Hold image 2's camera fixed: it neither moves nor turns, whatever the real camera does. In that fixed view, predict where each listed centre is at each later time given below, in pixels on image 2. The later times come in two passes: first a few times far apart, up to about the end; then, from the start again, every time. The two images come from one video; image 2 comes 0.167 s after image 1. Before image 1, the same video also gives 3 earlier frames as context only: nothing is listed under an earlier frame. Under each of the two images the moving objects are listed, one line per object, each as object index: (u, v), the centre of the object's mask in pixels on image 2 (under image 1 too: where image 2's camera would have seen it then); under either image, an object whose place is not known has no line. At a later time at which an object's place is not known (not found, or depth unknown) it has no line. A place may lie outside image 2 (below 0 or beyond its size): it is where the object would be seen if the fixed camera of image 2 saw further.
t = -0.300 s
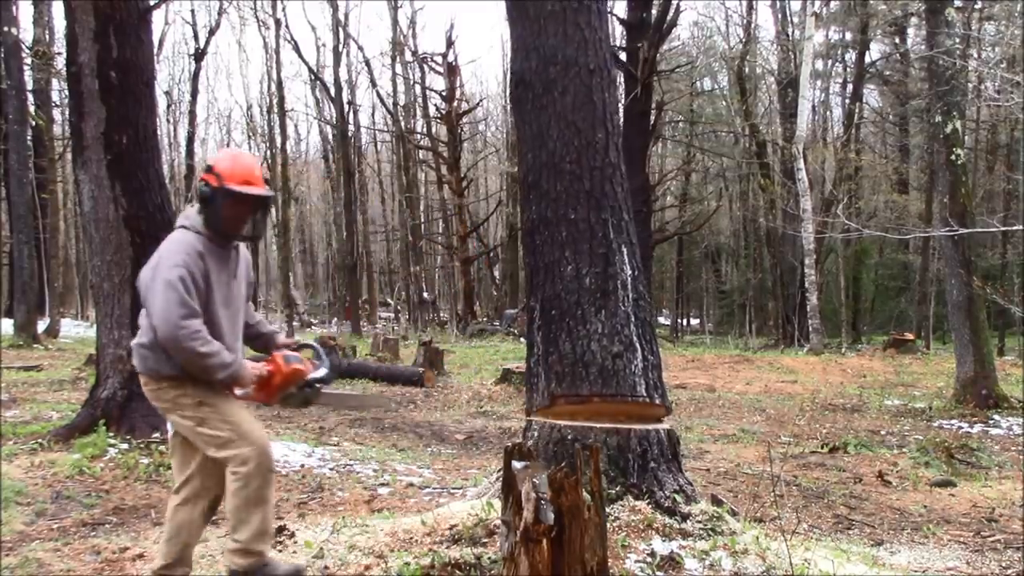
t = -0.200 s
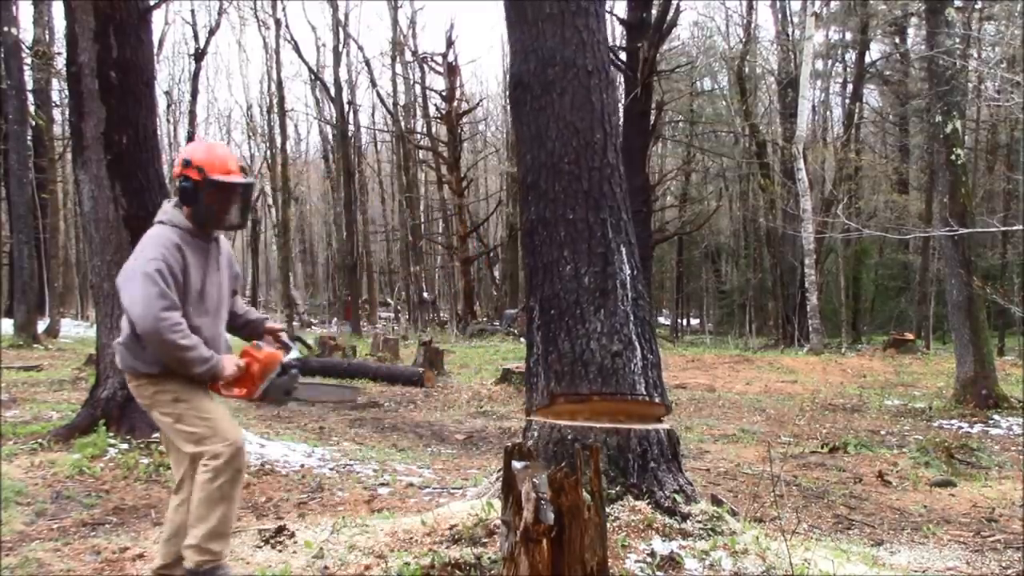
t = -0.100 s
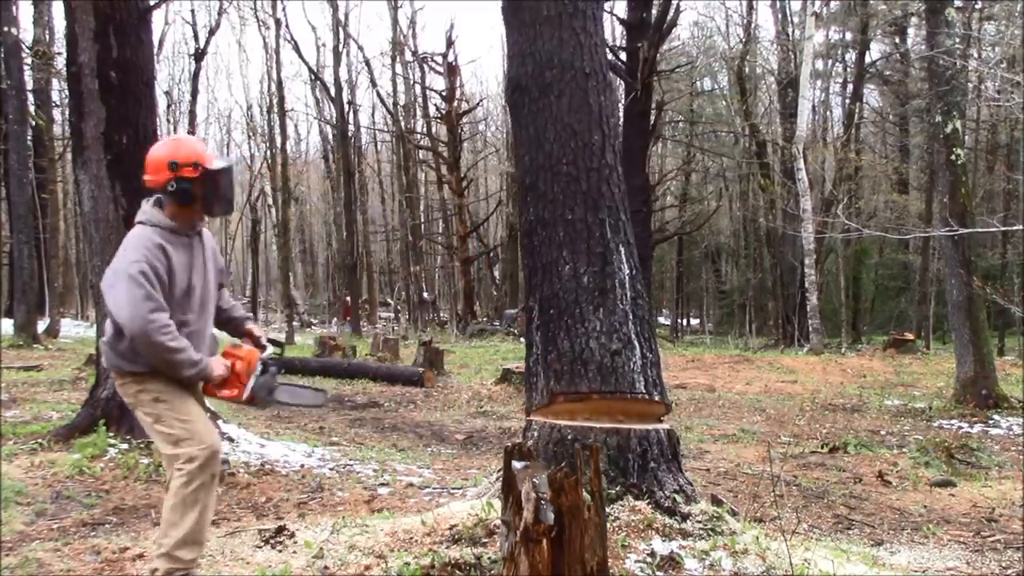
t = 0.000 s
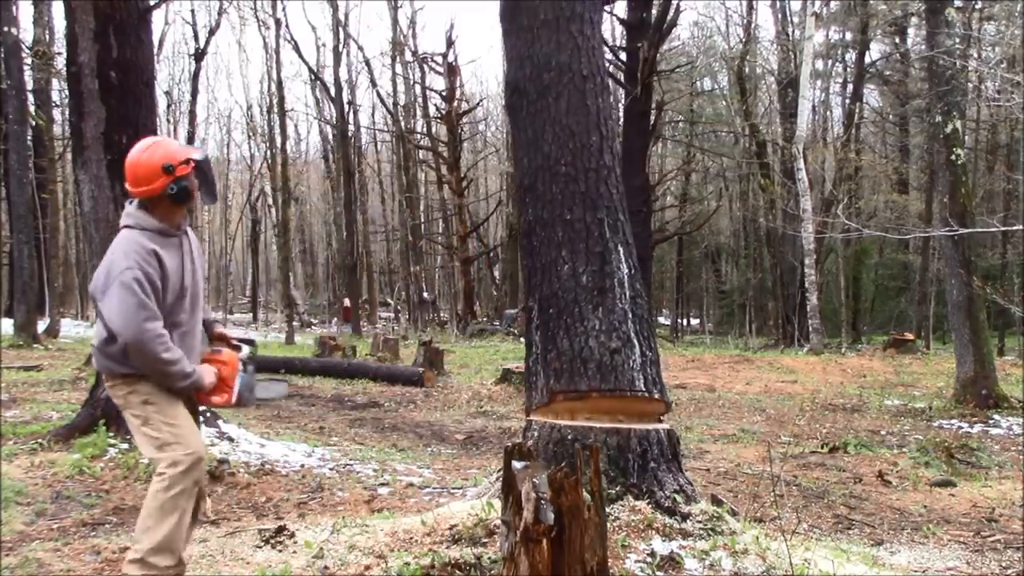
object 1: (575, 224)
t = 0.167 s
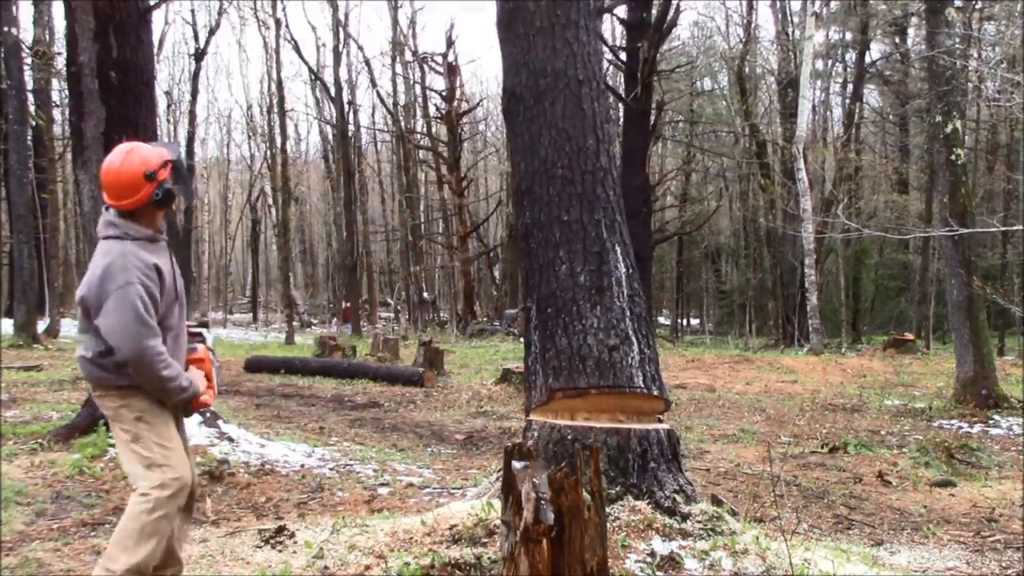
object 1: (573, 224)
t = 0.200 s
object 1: (572, 224)
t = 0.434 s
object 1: (567, 226)
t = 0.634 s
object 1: (562, 228)
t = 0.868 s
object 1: (556, 230)
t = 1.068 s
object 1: (548, 233)
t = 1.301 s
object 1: (534, 233)
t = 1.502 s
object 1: (513, 238)
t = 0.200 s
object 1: (572, 224)
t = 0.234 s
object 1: (572, 224)
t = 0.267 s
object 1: (571, 224)
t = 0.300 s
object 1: (570, 224)
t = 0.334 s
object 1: (570, 225)
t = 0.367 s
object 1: (569, 225)
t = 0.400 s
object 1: (568, 225)
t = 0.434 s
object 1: (567, 226)
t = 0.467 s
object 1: (567, 226)
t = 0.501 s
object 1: (566, 227)
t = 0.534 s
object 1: (565, 227)
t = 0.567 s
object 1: (564, 227)
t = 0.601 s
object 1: (563, 227)
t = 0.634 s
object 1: (562, 228)
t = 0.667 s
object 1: (562, 228)
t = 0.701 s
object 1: (560, 228)
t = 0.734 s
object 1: (560, 229)
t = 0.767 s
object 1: (559, 229)
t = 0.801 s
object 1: (558, 230)
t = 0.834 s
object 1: (557, 230)
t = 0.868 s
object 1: (556, 230)
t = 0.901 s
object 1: (555, 230)
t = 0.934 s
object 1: (553, 230)
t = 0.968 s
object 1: (552, 230)
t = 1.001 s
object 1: (551, 232)
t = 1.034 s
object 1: (550, 232)
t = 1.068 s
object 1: (548, 233)
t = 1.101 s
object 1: (547, 233)
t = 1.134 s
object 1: (545, 233)
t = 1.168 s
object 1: (543, 233)
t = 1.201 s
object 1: (541, 233)
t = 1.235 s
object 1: (539, 232)
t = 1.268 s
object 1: (537, 233)
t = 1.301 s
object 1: (534, 233)
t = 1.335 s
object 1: (531, 234)
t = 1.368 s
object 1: (528, 234)
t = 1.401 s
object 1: (524, 234)
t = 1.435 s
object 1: (522, 237)
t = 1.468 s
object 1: (517, 236)
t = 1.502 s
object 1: (513, 238)
